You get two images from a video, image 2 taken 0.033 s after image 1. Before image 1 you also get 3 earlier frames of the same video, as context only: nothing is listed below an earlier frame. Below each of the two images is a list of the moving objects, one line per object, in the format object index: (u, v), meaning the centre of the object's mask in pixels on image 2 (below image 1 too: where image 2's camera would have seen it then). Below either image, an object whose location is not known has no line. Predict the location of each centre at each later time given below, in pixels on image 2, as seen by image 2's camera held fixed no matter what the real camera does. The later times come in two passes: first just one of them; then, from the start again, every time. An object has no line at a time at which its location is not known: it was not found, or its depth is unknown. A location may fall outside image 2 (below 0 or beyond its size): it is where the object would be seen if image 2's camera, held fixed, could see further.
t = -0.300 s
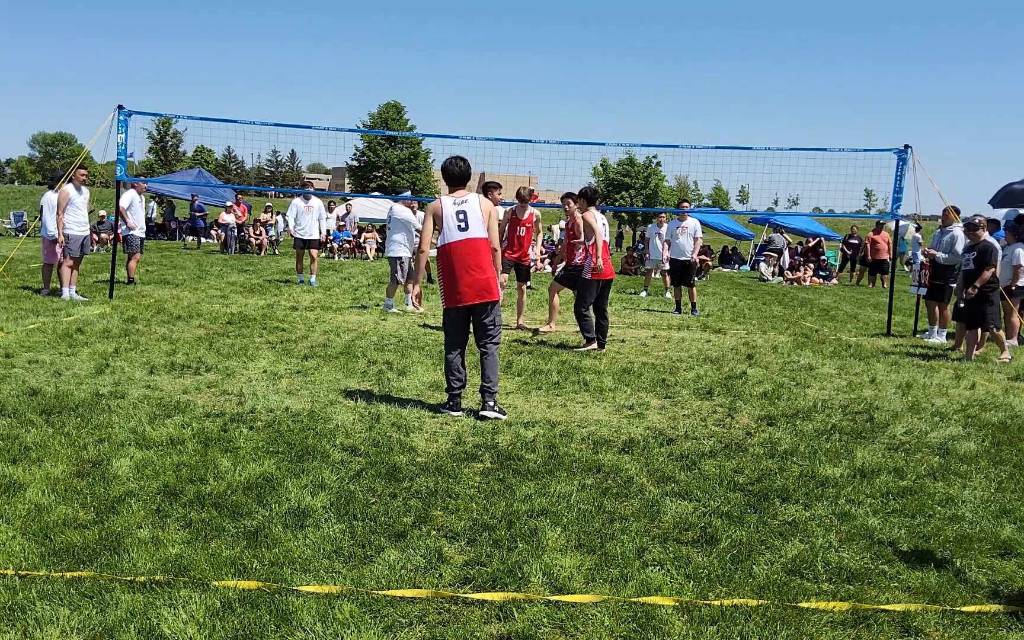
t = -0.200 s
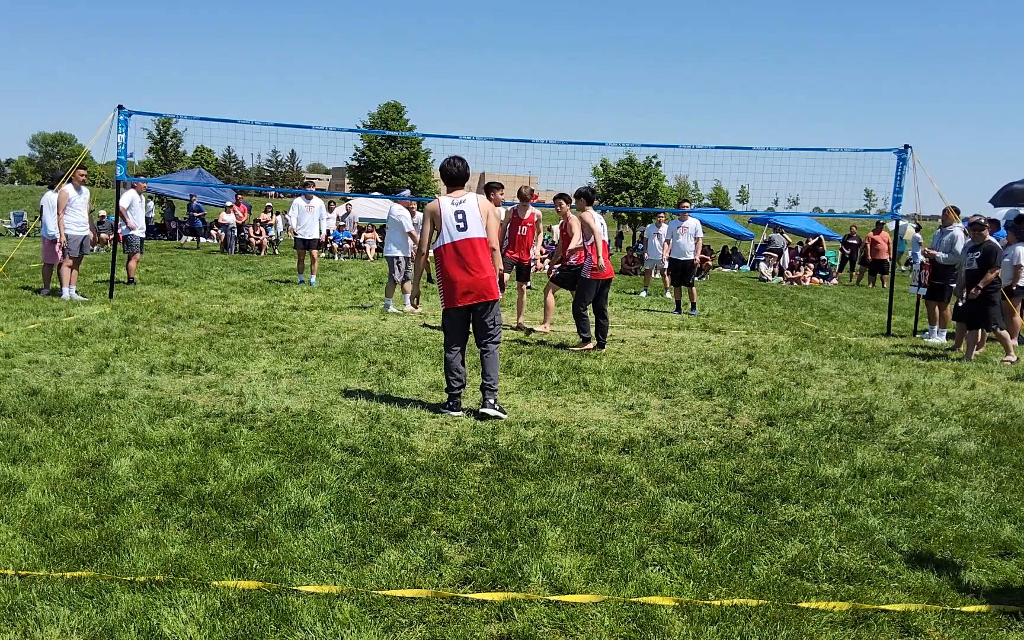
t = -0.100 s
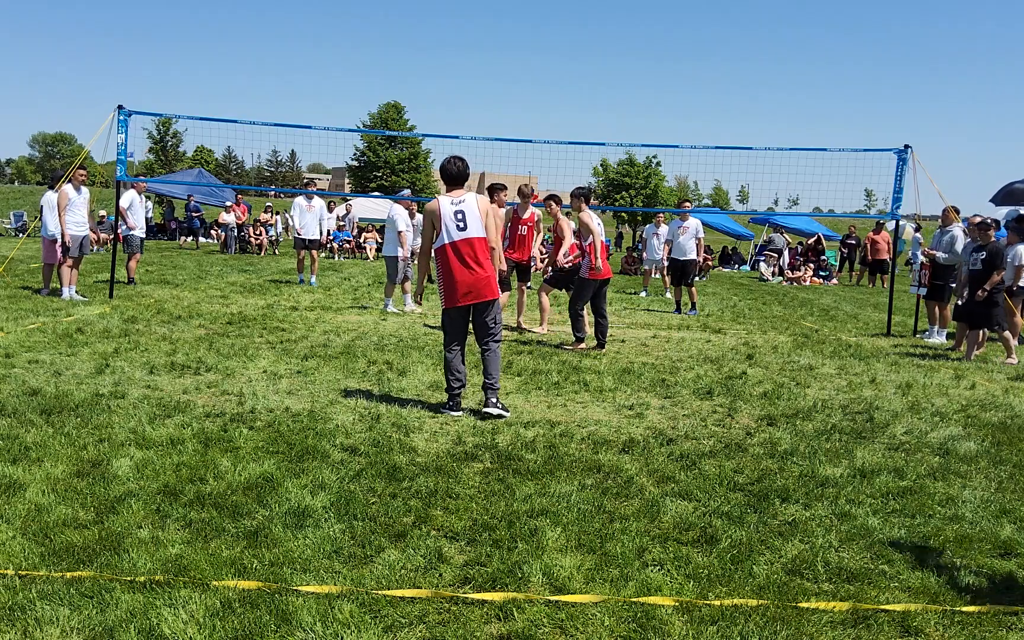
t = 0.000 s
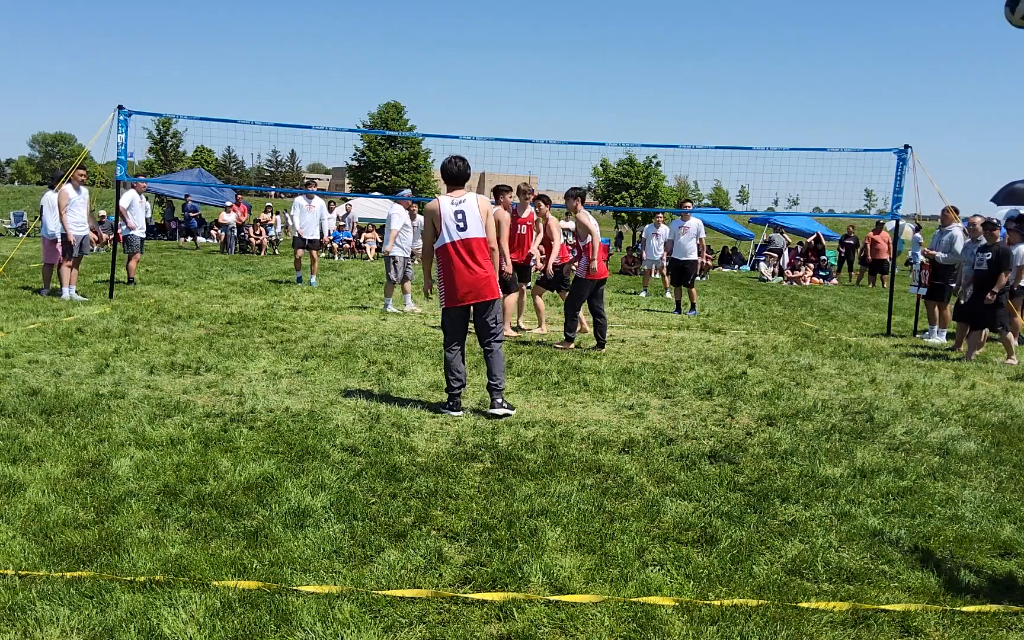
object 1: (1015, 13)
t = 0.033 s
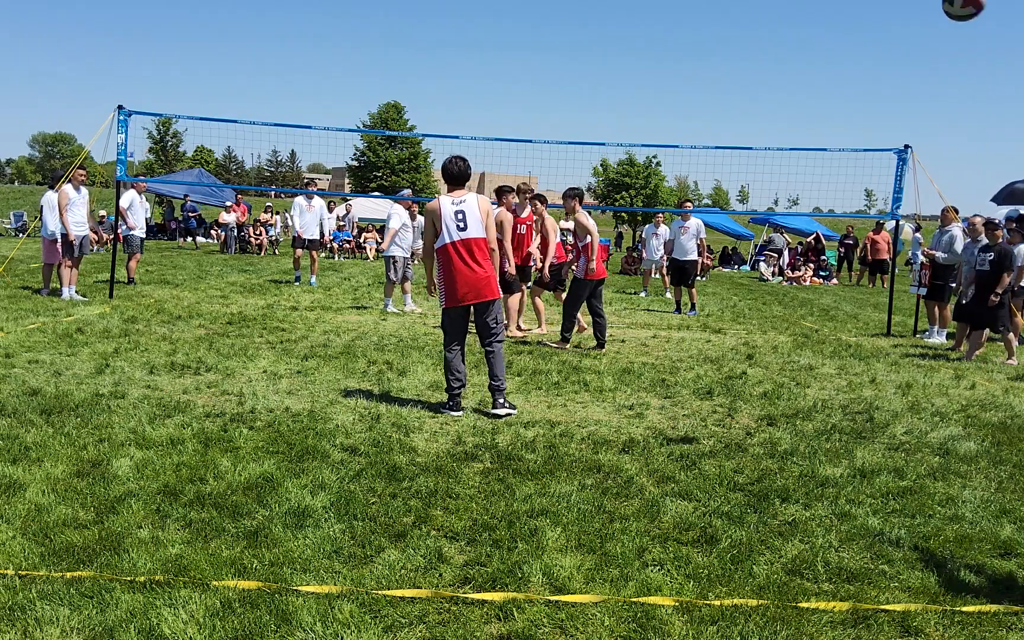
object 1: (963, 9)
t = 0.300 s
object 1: (695, 24)
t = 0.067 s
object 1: (909, 7)
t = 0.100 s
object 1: (864, 7)
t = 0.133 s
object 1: (825, 7)
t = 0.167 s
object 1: (792, 8)
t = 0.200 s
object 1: (764, 10)
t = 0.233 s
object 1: (738, 13)
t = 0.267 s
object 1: (715, 18)
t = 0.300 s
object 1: (695, 24)
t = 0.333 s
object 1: (677, 30)
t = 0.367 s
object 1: (660, 37)
